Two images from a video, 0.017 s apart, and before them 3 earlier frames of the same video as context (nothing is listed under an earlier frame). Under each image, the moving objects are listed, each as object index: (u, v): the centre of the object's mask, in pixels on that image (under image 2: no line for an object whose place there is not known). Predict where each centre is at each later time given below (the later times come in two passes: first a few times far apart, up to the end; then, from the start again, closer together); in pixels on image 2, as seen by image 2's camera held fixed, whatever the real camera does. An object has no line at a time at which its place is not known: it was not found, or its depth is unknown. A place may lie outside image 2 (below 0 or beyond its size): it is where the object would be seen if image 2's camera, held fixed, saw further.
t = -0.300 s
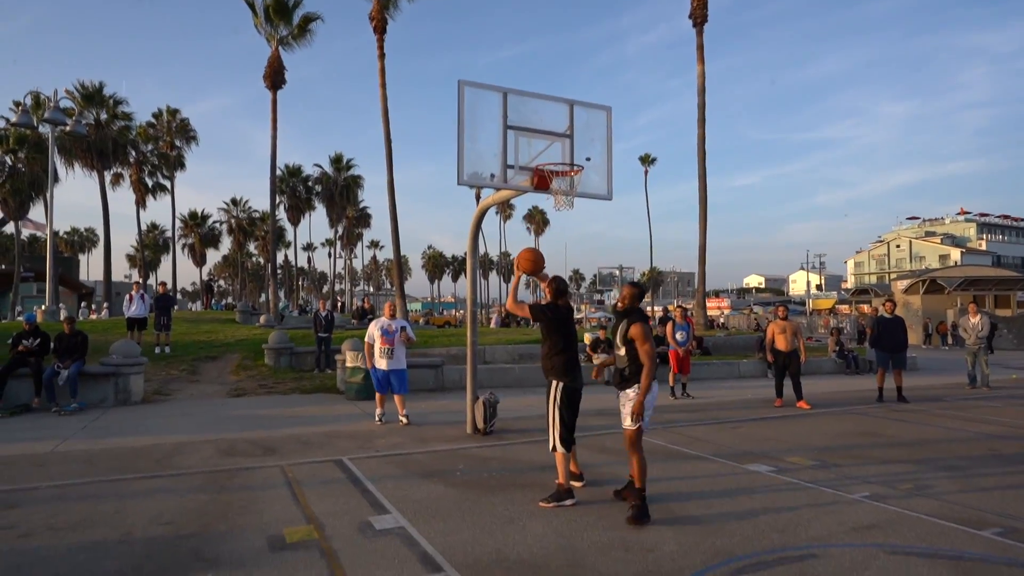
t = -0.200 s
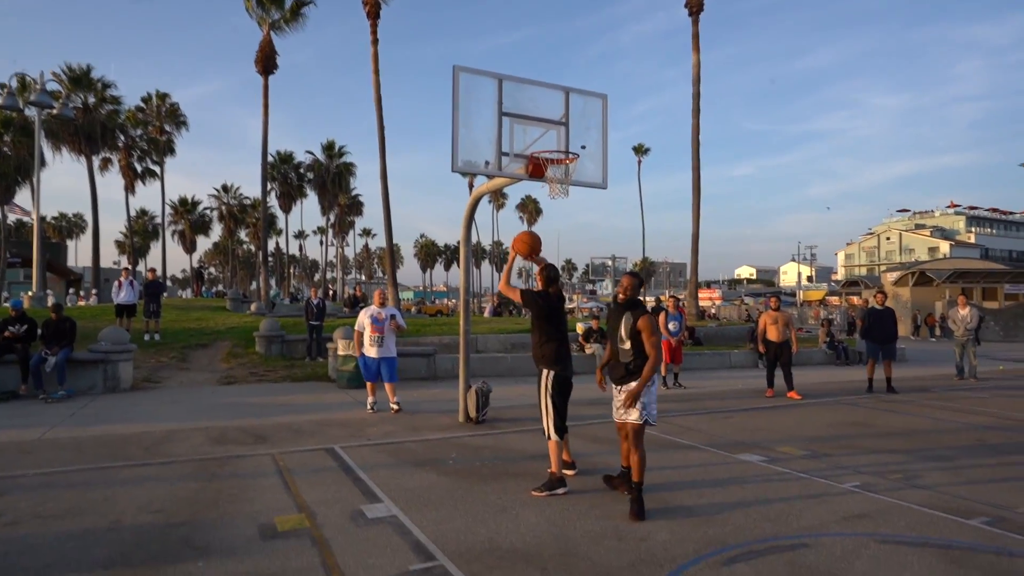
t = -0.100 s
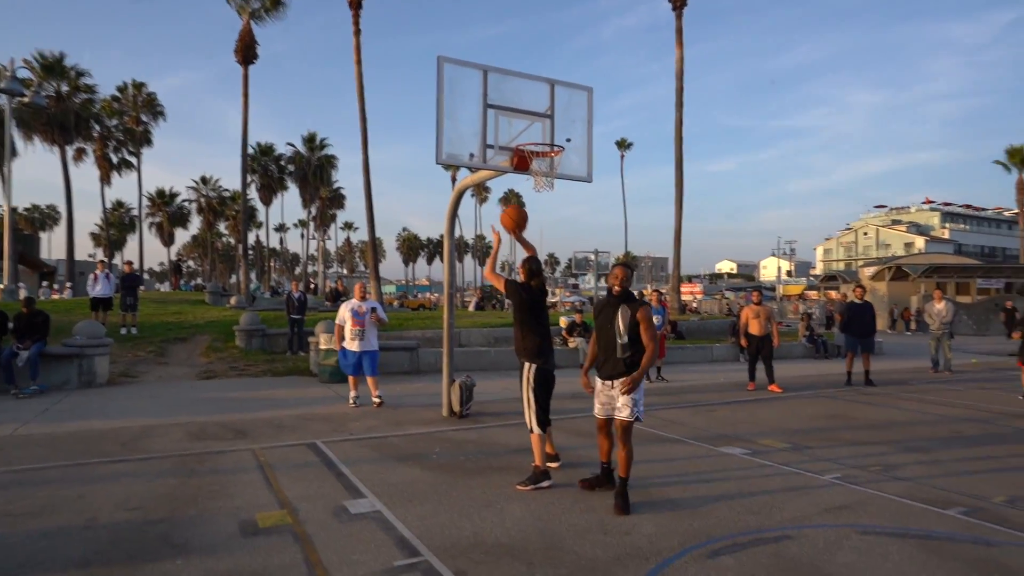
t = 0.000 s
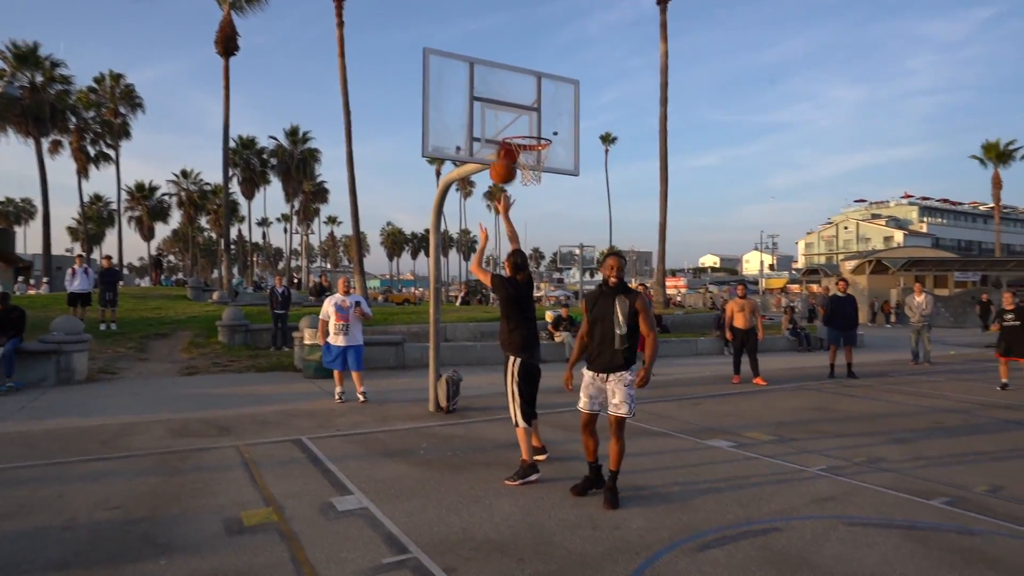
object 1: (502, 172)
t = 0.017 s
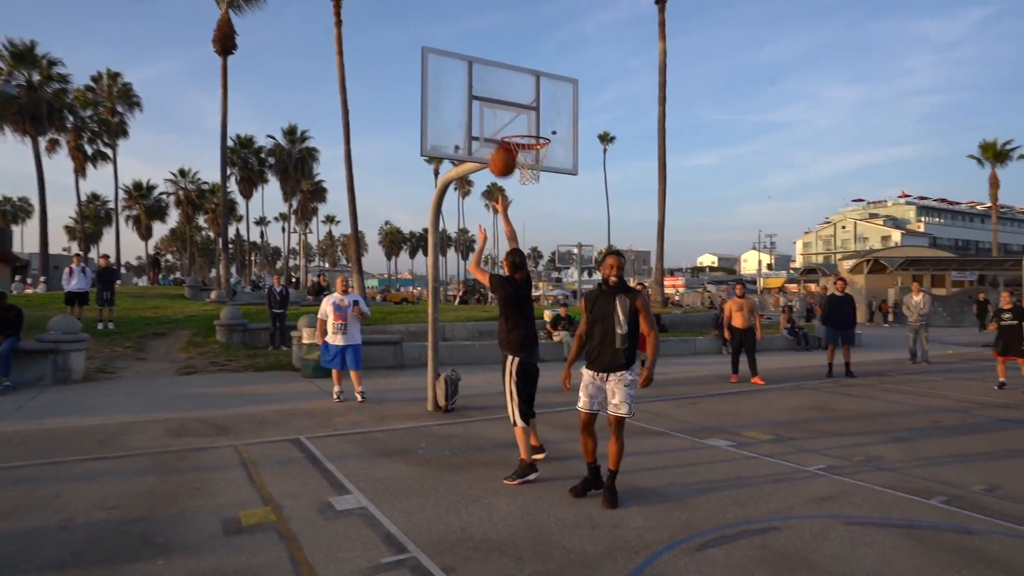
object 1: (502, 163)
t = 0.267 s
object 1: (510, 109)
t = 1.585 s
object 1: (574, 303)
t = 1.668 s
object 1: (579, 363)
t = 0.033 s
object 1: (502, 158)
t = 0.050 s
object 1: (503, 153)
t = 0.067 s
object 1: (505, 149)
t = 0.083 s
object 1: (504, 143)
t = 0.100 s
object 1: (504, 138)
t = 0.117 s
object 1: (505, 133)
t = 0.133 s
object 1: (506, 129)
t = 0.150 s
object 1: (506, 126)
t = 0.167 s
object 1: (507, 122)
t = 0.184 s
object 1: (507, 119)
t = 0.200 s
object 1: (508, 117)
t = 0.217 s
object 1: (508, 114)
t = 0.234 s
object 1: (509, 112)
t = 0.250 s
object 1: (509, 110)
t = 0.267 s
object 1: (510, 109)
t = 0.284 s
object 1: (510, 108)
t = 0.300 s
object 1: (511, 107)
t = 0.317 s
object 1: (511, 106)
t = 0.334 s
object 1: (511, 106)
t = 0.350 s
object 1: (512, 106)
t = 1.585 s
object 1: (574, 303)
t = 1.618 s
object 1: (576, 326)
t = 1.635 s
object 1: (577, 339)
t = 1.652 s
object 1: (578, 351)
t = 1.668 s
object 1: (579, 363)
